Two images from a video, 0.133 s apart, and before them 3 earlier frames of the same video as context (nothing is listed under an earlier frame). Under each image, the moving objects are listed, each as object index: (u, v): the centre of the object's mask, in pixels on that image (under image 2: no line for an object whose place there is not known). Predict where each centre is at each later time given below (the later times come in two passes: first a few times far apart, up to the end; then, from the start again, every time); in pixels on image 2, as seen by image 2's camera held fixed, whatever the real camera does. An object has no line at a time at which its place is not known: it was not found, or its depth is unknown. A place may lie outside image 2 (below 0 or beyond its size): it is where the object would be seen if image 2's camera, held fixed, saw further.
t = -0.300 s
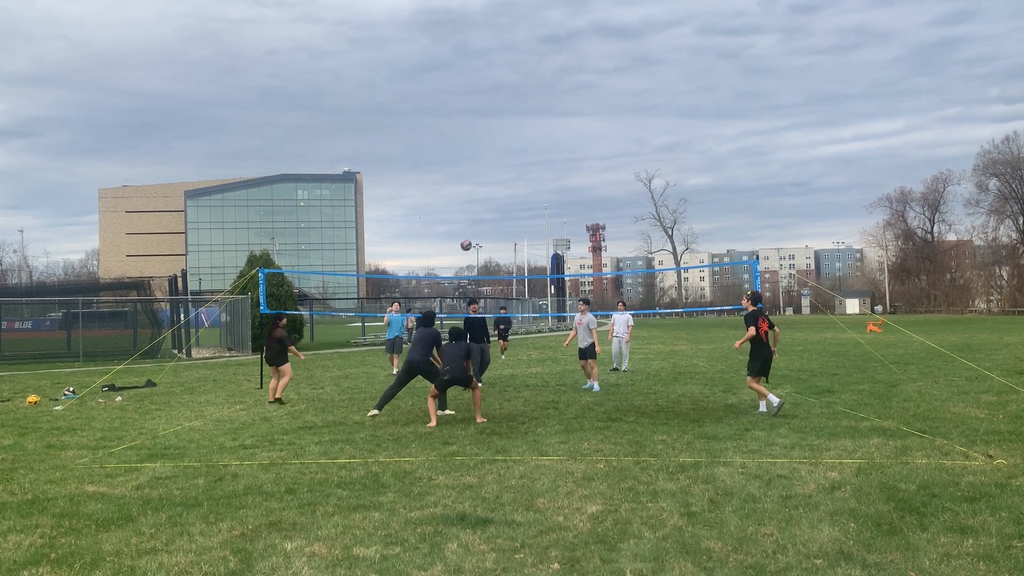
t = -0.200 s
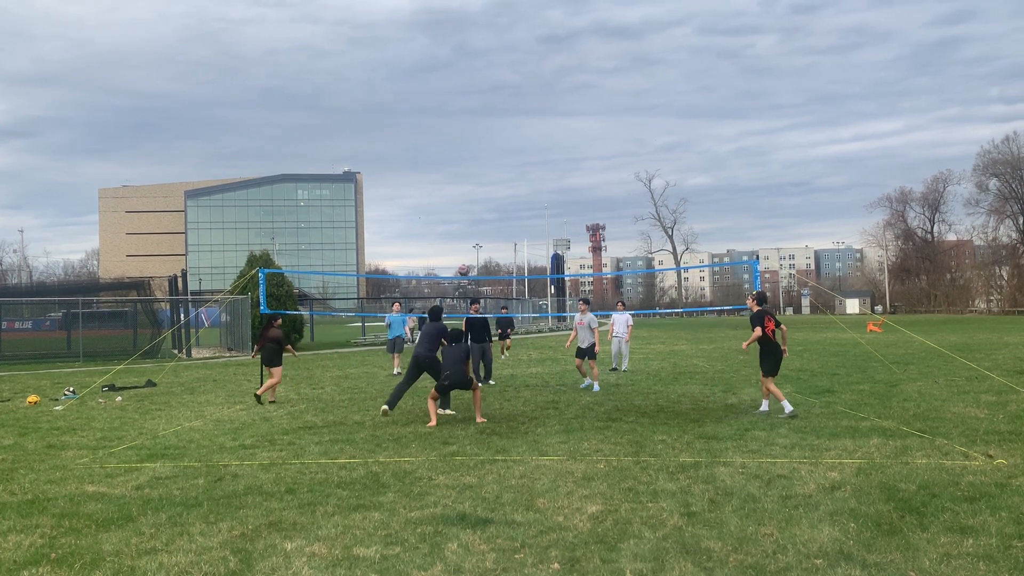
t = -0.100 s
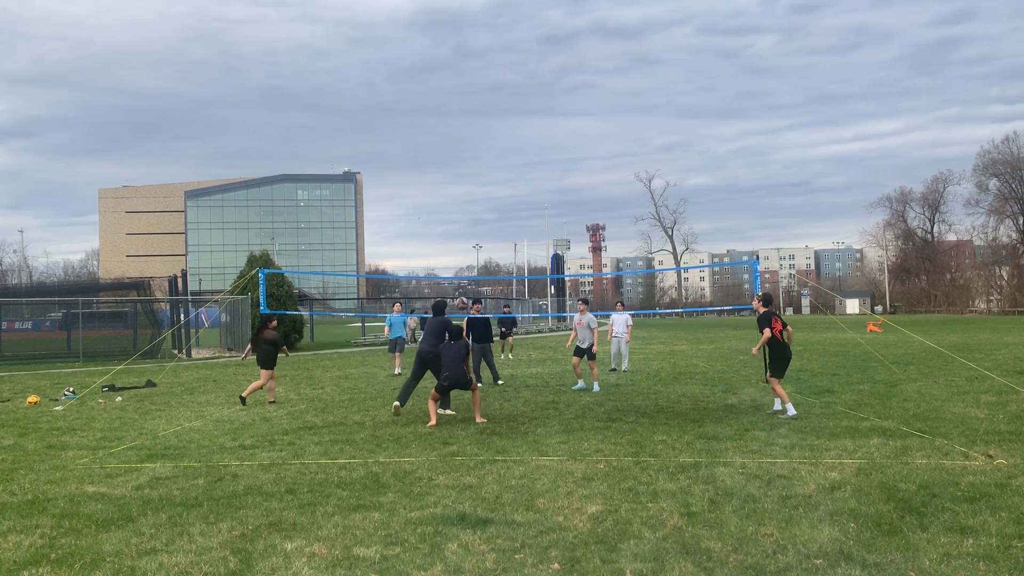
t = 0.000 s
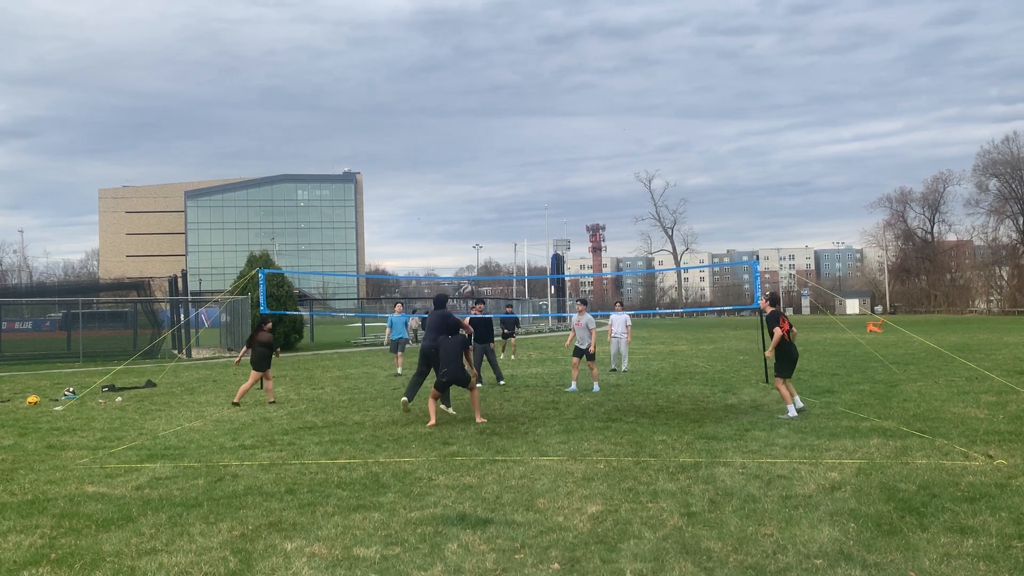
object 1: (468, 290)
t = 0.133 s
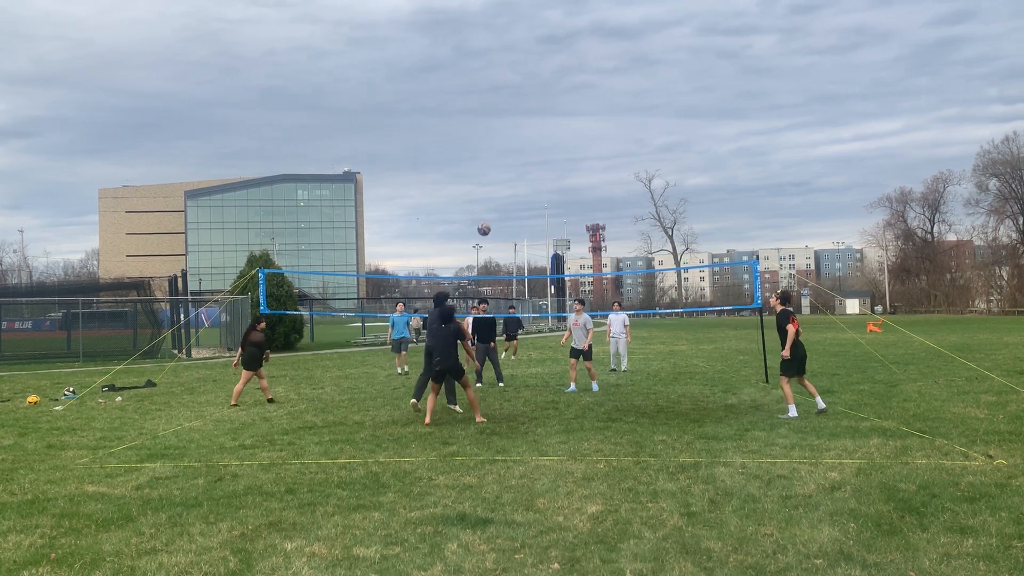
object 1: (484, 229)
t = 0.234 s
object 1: (496, 191)
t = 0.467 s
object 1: (523, 130)
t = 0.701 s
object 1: (551, 103)
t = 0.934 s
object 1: (578, 108)
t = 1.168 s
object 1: (603, 145)
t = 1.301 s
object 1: (616, 179)
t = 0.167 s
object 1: (488, 216)
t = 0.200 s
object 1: (492, 203)
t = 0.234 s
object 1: (496, 191)
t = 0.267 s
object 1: (499, 181)
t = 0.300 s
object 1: (504, 170)
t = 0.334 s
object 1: (507, 160)
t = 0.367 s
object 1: (511, 152)
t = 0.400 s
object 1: (516, 144)
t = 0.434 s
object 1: (519, 136)
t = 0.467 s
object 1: (523, 130)
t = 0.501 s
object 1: (527, 124)
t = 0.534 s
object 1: (531, 118)
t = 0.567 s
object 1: (535, 115)
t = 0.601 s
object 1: (539, 110)
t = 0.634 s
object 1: (543, 107)
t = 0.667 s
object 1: (547, 104)
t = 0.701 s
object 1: (551, 103)
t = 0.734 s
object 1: (555, 102)
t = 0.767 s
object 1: (559, 101)
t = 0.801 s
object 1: (562, 101)
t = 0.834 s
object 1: (566, 102)
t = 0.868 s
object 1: (570, 104)
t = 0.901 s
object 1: (574, 106)
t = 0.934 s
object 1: (578, 108)
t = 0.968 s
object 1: (581, 112)
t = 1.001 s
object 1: (585, 116)
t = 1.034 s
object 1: (589, 121)
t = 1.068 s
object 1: (592, 126)
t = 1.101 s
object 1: (596, 131)
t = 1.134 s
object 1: (599, 138)
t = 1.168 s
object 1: (603, 145)
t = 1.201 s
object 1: (606, 152)
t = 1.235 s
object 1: (610, 160)
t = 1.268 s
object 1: (613, 169)
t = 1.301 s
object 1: (616, 179)
